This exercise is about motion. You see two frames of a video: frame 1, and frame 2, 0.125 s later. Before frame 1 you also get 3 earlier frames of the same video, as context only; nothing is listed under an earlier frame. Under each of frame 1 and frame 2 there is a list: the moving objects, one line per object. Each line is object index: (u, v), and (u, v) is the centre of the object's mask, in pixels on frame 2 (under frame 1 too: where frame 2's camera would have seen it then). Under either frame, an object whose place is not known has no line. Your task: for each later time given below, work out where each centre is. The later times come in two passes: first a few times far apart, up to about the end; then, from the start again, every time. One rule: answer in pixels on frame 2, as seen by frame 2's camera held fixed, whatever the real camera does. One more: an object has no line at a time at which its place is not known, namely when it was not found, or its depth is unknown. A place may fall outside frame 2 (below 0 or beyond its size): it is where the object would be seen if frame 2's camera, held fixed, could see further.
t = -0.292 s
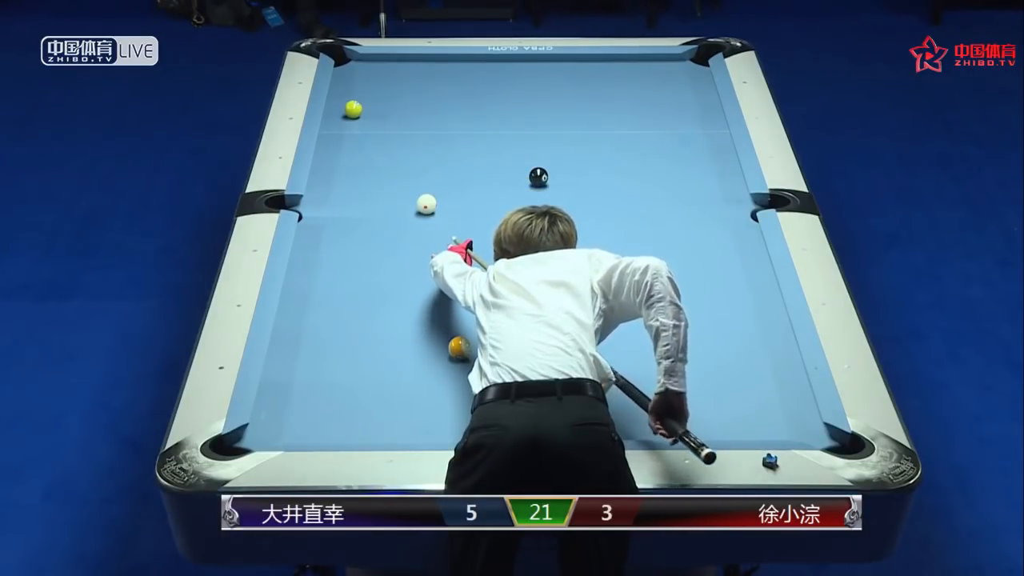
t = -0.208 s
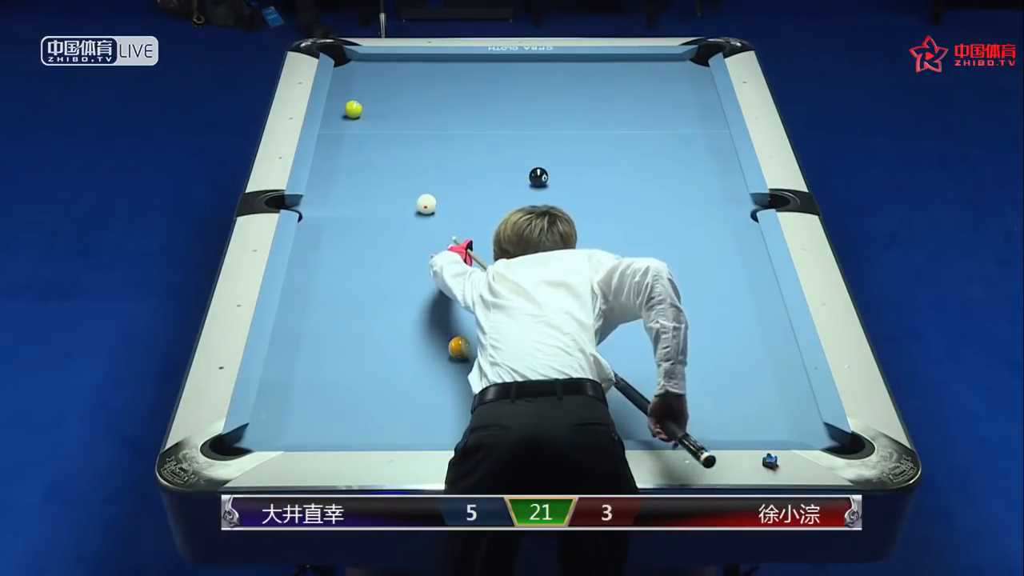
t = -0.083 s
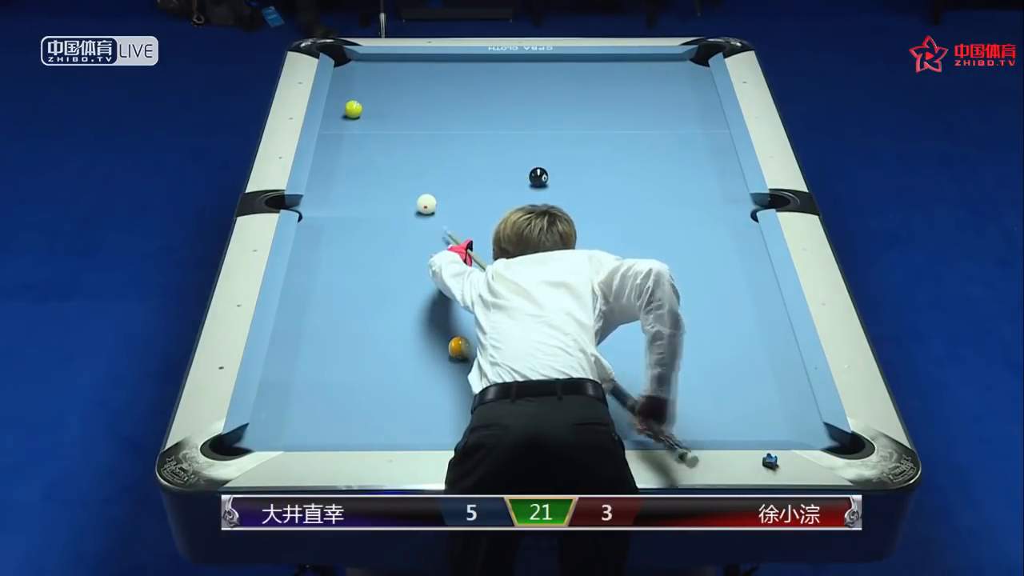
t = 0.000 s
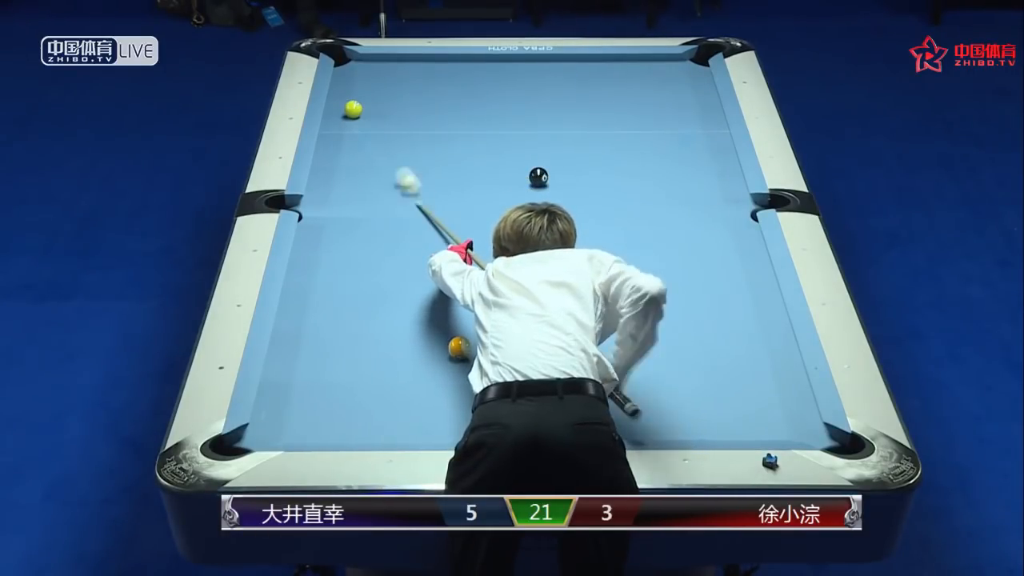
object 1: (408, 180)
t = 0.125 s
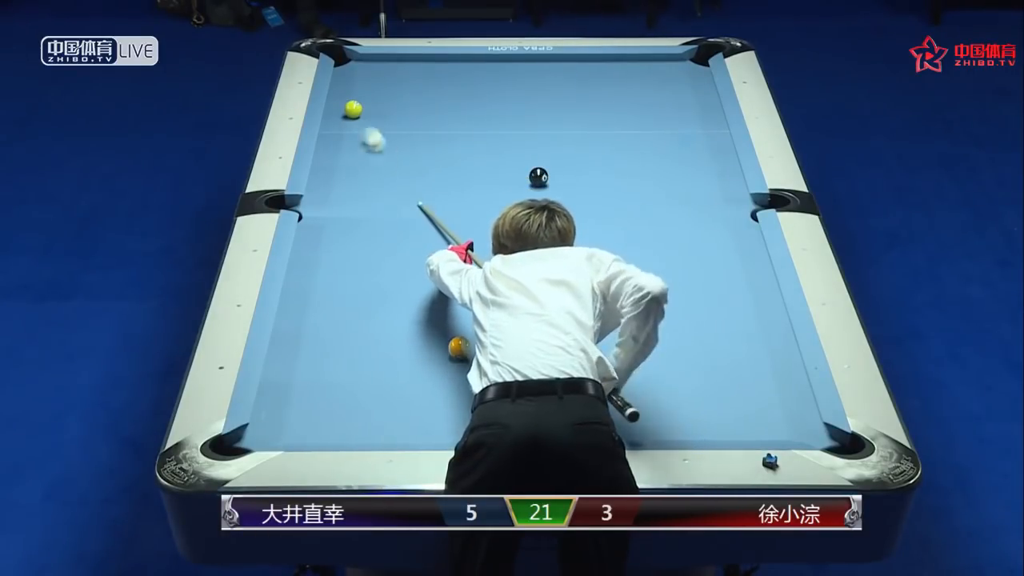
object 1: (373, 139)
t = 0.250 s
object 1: (349, 116)
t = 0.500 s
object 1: (333, 121)
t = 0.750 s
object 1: (342, 128)
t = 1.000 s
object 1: (352, 135)
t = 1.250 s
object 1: (360, 142)
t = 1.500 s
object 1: (368, 147)
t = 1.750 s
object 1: (375, 153)
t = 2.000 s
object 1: (382, 159)
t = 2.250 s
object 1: (388, 163)
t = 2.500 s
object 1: (393, 167)
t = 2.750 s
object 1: (397, 170)
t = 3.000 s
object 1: (402, 173)
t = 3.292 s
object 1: (405, 176)
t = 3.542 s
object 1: (408, 177)
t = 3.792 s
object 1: (409, 178)
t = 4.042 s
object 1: (410, 178)
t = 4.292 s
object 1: (410, 178)
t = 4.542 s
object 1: (410, 178)
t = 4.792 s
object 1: (410, 178)
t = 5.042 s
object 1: (410, 178)
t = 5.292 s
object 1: (410, 178)
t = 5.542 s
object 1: (410, 178)
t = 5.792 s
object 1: (410, 178)
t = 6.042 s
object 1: (410, 178)
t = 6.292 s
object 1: (410, 178)
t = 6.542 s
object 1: (410, 178)
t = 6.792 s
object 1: (410, 178)
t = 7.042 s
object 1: (410, 178)
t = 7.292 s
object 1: (410, 178)
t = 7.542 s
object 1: (410, 178)
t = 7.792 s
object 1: (410, 178)
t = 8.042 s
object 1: (410, 178)
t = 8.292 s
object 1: (410, 178)
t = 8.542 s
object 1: (410, 178)
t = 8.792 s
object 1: (410, 178)
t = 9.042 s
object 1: (410, 178)
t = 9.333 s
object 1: (410, 178)
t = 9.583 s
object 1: (410, 178)
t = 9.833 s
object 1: (410, 178)
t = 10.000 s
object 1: (410, 178)
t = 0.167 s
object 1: (364, 127)
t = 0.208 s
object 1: (355, 117)
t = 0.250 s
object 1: (349, 116)
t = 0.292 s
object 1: (343, 116)
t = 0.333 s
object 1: (339, 117)
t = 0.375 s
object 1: (335, 118)
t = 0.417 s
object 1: (331, 119)
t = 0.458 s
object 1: (331, 120)
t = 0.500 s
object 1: (333, 121)
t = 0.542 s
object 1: (335, 122)
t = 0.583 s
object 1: (336, 123)
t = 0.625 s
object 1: (338, 124)
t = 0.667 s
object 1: (339, 125)
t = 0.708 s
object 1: (341, 127)
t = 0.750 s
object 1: (342, 128)
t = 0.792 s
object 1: (344, 129)
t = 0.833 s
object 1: (345, 130)
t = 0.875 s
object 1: (347, 131)
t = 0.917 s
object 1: (348, 132)
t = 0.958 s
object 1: (350, 133)
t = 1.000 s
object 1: (352, 135)
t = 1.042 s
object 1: (353, 136)
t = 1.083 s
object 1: (355, 137)
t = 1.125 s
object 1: (356, 139)
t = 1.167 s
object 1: (358, 139)
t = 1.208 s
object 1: (359, 141)
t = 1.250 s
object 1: (360, 142)
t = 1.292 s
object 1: (361, 143)
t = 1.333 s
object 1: (363, 144)
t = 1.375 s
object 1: (364, 145)
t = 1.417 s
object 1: (365, 145)
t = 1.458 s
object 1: (367, 147)
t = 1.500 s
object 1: (368, 147)
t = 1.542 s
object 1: (369, 148)
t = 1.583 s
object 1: (370, 149)
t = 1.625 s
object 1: (371, 150)
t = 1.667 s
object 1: (373, 151)
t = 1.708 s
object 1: (374, 152)
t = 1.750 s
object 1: (375, 153)
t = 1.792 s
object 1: (376, 154)
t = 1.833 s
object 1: (377, 154)
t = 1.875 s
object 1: (378, 156)
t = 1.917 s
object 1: (379, 156)
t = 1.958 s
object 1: (380, 157)
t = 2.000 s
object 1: (382, 159)
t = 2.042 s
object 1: (383, 159)
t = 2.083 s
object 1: (384, 160)
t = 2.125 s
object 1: (385, 161)
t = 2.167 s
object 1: (386, 162)
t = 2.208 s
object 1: (387, 162)
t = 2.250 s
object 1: (388, 163)
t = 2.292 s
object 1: (389, 164)
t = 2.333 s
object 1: (389, 164)
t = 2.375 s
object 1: (390, 165)
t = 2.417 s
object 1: (391, 165)
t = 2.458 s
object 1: (392, 166)
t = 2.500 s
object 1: (393, 167)
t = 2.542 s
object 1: (394, 167)
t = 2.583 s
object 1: (394, 168)
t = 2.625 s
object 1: (395, 168)
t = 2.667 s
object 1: (396, 169)
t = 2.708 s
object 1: (397, 170)
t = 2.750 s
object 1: (397, 170)
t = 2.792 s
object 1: (398, 170)
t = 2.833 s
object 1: (399, 171)
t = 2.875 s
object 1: (399, 171)
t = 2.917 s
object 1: (400, 172)
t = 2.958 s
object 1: (400, 172)
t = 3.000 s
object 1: (402, 173)
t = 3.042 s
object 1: (402, 174)
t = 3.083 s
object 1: (403, 174)
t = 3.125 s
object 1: (403, 174)
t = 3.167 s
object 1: (404, 175)
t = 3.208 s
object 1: (404, 175)
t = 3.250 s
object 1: (405, 175)
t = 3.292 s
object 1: (405, 176)
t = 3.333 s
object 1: (406, 176)
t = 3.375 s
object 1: (406, 176)
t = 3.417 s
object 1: (406, 176)
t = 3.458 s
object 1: (407, 177)
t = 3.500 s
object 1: (407, 177)
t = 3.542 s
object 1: (408, 177)
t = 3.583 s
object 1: (408, 177)
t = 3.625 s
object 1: (408, 177)
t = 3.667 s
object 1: (408, 177)
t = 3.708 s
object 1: (408, 177)
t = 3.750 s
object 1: (409, 178)
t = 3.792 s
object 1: (409, 178)
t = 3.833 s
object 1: (409, 178)
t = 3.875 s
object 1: (409, 178)
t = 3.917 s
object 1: (409, 178)
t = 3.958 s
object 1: (409, 178)
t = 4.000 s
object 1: (410, 178)
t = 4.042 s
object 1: (410, 178)
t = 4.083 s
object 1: (410, 178)
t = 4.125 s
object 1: (410, 178)
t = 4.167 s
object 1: (410, 178)
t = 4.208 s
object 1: (410, 178)
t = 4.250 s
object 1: (410, 178)
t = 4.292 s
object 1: (410, 178)
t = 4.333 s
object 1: (410, 178)
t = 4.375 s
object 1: (410, 178)
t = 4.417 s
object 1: (410, 178)
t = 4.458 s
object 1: (410, 178)
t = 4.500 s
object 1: (410, 178)
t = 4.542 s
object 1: (410, 178)
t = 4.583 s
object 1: (410, 178)
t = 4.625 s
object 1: (410, 178)
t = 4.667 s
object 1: (410, 178)
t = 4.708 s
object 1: (410, 178)
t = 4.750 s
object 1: (410, 178)
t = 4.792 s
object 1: (410, 178)
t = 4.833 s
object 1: (410, 178)
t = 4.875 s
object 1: (410, 178)
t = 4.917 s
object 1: (410, 178)
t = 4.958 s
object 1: (410, 178)
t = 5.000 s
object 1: (410, 178)
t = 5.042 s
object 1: (410, 178)
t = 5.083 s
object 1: (410, 178)
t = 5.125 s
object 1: (410, 178)
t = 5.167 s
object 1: (410, 178)
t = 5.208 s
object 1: (410, 178)
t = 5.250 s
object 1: (410, 178)
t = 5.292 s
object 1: (410, 178)
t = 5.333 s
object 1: (410, 178)
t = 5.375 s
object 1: (410, 178)
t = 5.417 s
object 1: (410, 178)
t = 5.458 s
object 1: (410, 178)
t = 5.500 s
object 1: (410, 178)
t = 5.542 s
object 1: (410, 178)
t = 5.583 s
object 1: (410, 178)
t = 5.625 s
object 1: (410, 178)
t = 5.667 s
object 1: (410, 178)
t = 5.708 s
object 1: (410, 178)
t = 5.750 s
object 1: (410, 178)
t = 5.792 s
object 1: (410, 178)
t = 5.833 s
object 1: (410, 178)
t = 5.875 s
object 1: (410, 178)
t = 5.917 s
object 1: (410, 178)
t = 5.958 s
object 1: (410, 178)
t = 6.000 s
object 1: (410, 178)
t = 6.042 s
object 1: (410, 178)
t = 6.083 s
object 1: (410, 178)
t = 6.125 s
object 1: (410, 178)
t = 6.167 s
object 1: (410, 178)
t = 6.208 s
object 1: (410, 178)
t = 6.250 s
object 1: (410, 178)
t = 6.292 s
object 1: (410, 178)
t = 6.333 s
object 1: (410, 178)
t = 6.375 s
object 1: (410, 178)
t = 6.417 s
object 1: (410, 178)
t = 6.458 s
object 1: (410, 178)
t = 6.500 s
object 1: (410, 178)
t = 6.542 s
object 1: (410, 178)
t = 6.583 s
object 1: (410, 178)
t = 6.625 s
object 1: (410, 178)
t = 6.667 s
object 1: (410, 178)
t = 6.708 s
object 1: (410, 178)
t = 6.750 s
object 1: (410, 178)
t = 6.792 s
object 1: (410, 178)
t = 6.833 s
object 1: (410, 178)
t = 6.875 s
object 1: (410, 178)
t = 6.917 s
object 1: (410, 178)
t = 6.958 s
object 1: (410, 178)
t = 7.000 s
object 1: (410, 178)
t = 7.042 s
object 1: (410, 178)
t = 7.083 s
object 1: (410, 178)
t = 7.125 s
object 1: (410, 178)
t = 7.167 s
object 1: (410, 178)
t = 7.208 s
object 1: (410, 178)
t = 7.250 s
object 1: (410, 178)
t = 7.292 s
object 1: (410, 178)
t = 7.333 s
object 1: (410, 178)
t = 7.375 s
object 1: (410, 178)
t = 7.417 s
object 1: (410, 178)
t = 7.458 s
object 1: (410, 178)
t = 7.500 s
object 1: (410, 178)
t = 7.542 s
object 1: (410, 178)
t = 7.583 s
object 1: (410, 178)
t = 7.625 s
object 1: (410, 178)
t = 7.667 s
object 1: (410, 178)
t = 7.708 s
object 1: (410, 178)
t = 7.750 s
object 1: (410, 178)
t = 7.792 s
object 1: (410, 178)
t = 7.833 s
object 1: (410, 178)
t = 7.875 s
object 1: (410, 178)
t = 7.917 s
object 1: (410, 178)
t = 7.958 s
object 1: (410, 178)
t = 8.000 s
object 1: (410, 178)
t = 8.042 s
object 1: (410, 178)
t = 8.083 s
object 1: (410, 178)
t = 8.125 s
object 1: (410, 178)
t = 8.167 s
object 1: (410, 178)
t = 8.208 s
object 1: (410, 178)
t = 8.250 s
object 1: (410, 178)
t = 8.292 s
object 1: (410, 178)
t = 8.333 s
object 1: (410, 178)
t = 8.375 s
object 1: (410, 178)
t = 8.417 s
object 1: (410, 178)
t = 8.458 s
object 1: (410, 178)
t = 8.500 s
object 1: (410, 178)
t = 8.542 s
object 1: (410, 178)
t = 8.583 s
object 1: (410, 178)
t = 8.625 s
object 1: (410, 178)
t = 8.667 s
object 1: (410, 178)
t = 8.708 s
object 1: (410, 178)
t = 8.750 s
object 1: (410, 178)
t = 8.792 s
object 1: (410, 178)
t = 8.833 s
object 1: (410, 178)
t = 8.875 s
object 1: (410, 178)
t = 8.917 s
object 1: (410, 178)
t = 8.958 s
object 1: (410, 178)
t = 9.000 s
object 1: (410, 178)
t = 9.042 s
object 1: (410, 178)
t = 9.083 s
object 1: (410, 178)
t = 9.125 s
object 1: (410, 178)
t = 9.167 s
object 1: (410, 178)
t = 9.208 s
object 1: (410, 178)
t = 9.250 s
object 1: (410, 178)
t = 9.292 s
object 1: (410, 178)
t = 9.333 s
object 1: (410, 178)
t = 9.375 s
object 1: (410, 178)
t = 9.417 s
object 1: (410, 178)
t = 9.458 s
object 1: (410, 178)
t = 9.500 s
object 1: (410, 178)
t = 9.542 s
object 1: (410, 178)
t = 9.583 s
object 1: (410, 178)
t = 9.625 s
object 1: (410, 178)
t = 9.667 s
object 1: (410, 178)
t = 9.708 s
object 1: (410, 178)
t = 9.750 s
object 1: (410, 178)
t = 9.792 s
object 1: (410, 178)
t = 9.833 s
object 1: (410, 178)
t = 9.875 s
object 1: (410, 178)
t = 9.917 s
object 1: (410, 178)
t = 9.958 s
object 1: (410, 178)
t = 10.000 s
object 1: (410, 178)
